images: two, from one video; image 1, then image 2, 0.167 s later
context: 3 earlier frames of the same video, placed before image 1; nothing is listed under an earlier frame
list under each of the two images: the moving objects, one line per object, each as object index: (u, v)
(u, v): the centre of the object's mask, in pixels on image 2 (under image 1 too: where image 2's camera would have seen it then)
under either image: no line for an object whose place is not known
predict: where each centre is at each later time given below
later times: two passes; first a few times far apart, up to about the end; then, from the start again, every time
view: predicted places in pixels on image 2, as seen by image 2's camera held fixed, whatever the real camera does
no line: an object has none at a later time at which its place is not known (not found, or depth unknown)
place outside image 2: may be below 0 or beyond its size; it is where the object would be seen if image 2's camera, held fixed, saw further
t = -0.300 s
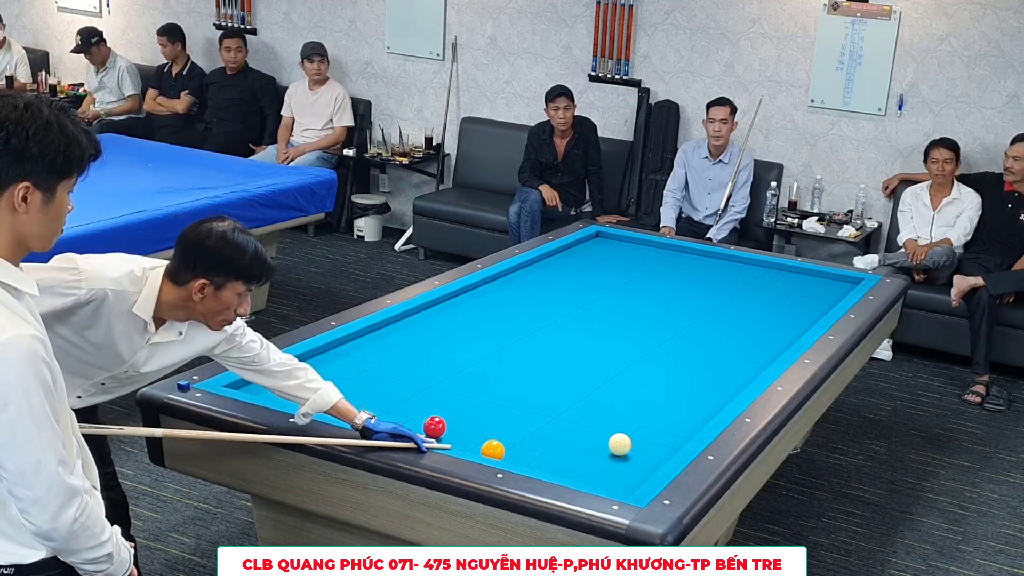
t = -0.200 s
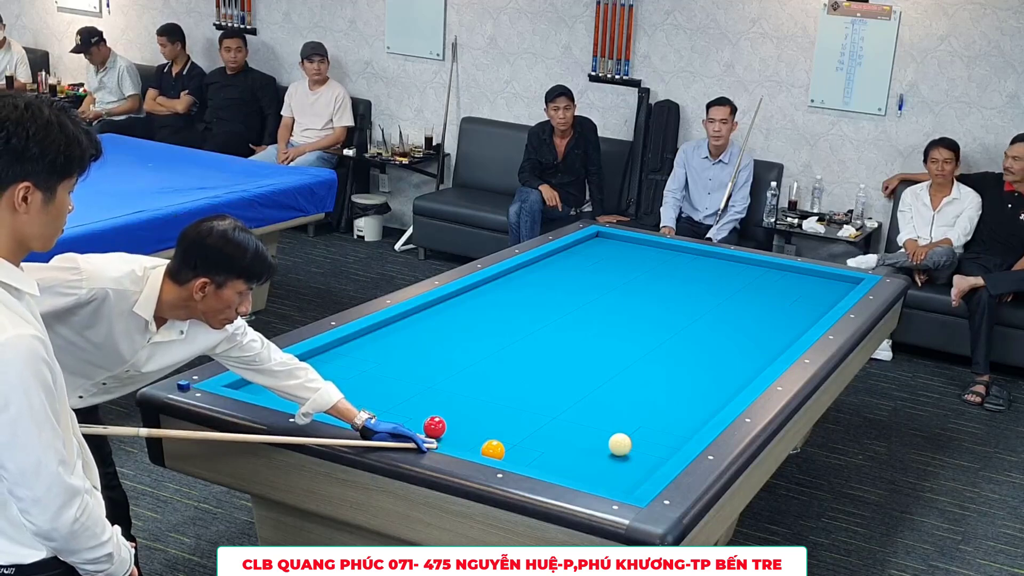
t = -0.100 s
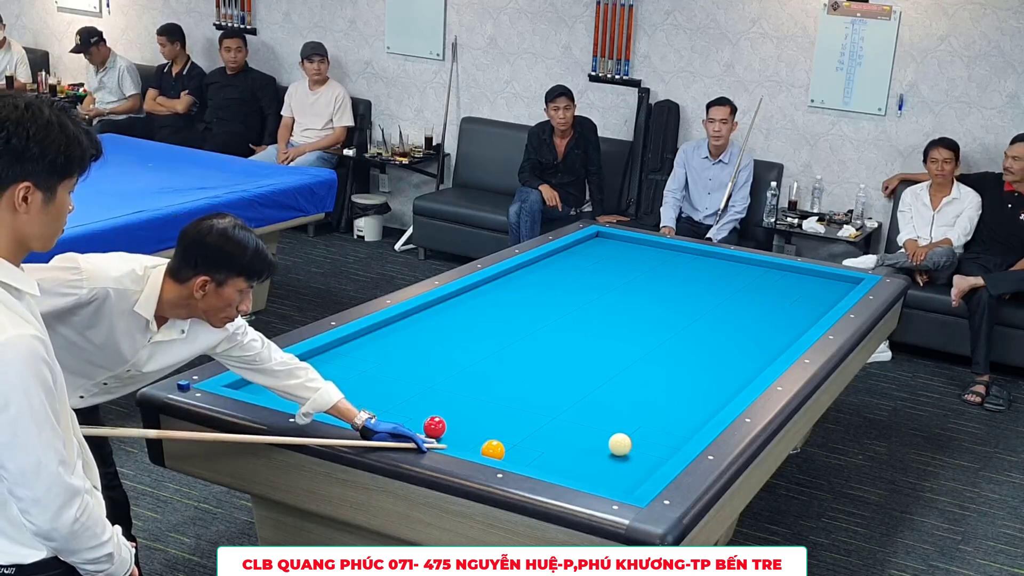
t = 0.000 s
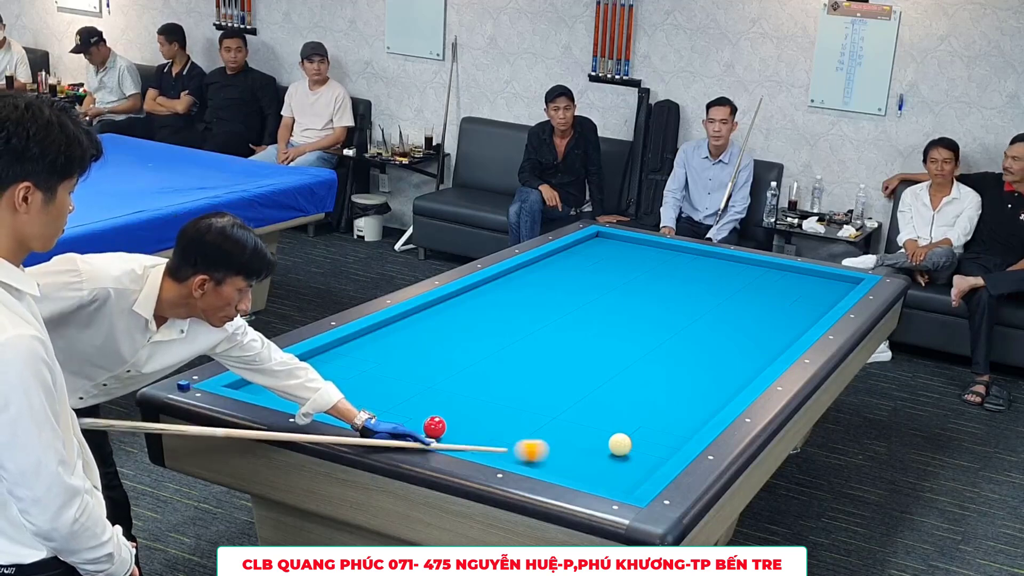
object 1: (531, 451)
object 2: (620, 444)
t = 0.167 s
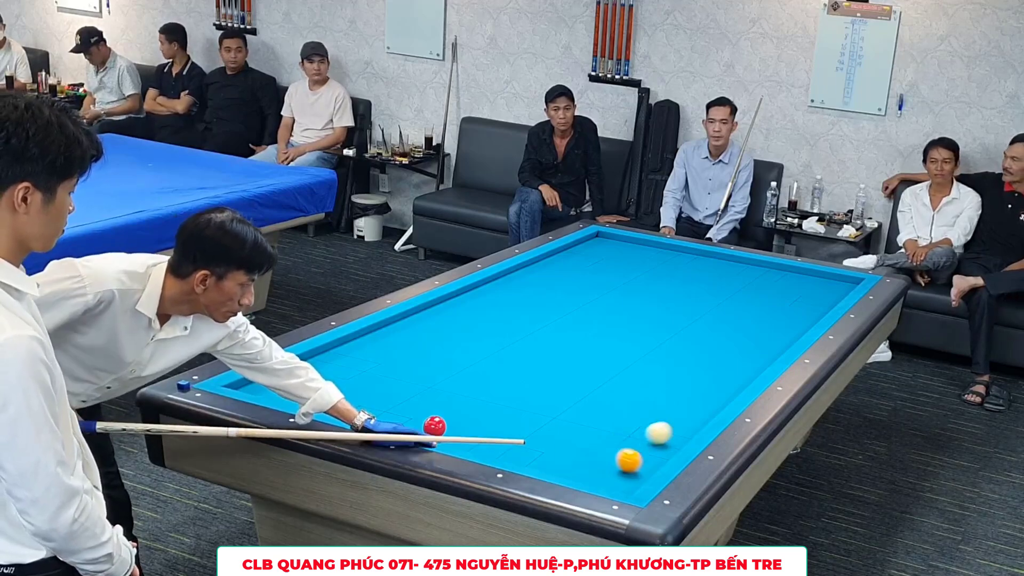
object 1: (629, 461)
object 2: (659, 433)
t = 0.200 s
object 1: (640, 465)
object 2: (673, 429)
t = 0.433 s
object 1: (584, 461)
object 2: (699, 399)
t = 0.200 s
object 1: (640, 465)
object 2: (673, 429)
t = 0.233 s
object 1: (648, 467)
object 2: (687, 425)
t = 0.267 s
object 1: (638, 467)
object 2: (699, 421)
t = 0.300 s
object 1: (625, 466)
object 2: (701, 416)
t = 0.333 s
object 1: (614, 465)
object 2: (701, 412)
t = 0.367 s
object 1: (603, 463)
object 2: (700, 407)
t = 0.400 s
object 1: (593, 462)
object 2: (699, 403)
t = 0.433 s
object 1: (584, 461)
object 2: (699, 399)
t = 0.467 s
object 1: (576, 460)
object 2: (699, 395)
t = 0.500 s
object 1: (568, 458)
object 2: (698, 391)
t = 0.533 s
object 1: (560, 457)
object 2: (698, 387)
